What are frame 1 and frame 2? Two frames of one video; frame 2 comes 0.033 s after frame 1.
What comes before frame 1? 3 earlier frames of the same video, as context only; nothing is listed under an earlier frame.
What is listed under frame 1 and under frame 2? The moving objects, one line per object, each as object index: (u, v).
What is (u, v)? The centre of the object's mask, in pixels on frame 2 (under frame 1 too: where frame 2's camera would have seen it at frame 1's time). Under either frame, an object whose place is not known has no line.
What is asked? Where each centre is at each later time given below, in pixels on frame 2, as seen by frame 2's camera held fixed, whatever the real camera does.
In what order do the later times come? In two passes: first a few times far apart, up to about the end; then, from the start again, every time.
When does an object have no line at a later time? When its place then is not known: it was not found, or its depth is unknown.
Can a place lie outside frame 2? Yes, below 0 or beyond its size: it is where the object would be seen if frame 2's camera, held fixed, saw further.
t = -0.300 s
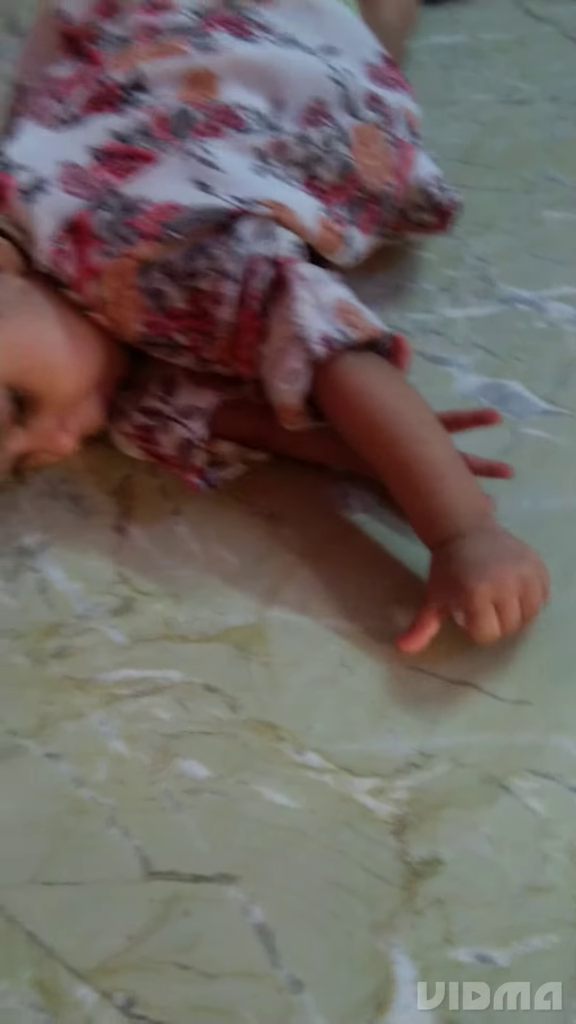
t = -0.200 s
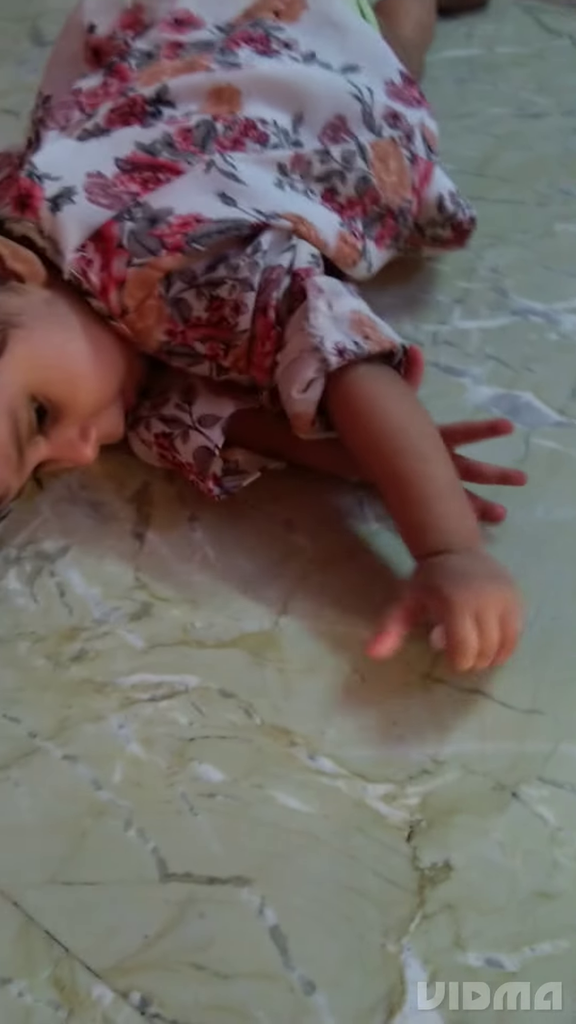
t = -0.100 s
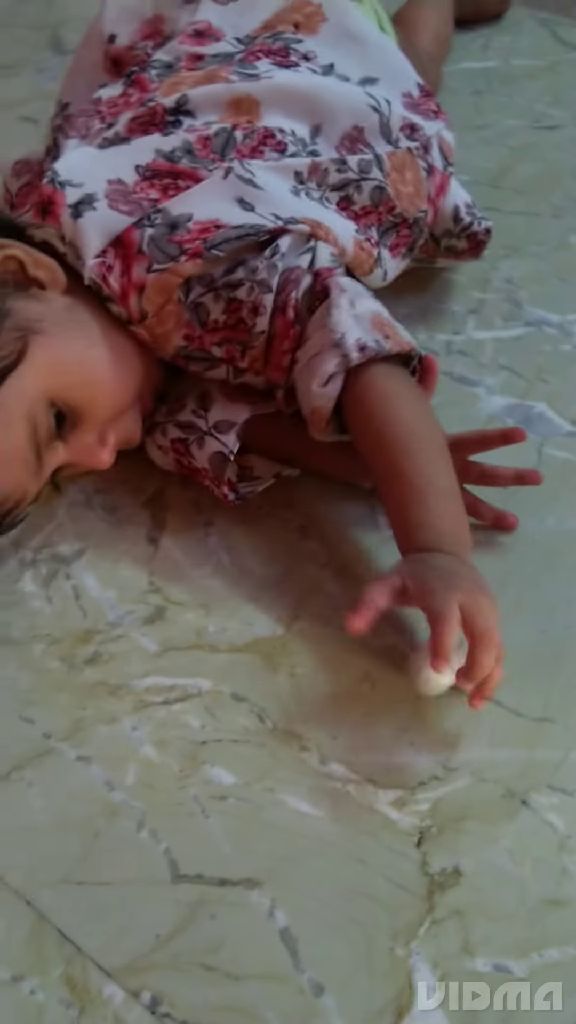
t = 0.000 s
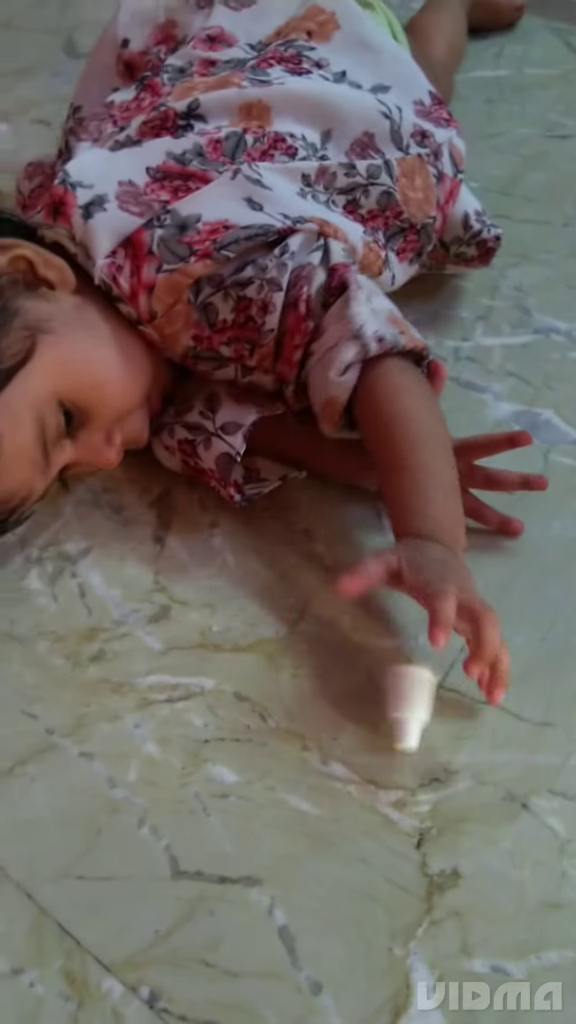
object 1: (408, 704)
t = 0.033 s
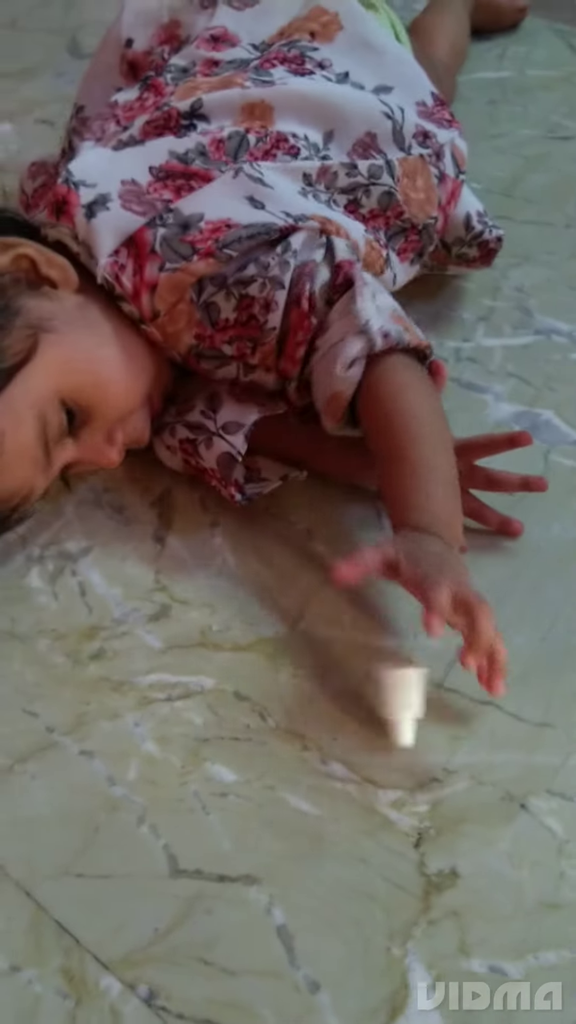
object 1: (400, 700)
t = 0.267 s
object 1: (327, 702)
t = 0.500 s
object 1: (280, 734)
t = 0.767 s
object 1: (251, 782)
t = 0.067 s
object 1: (391, 699)
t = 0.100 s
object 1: (379, 704)
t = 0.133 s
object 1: (366, 697)
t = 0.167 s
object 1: (355, 698)
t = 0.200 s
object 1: (347, 698)
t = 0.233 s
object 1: (337, 702)
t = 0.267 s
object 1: (327, 702)
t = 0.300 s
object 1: (319, 703)
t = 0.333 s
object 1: (312, 707)
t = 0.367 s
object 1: (304, 711)
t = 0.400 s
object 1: (298, 716)
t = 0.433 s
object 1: (292, 722)
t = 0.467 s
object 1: (286, 728)
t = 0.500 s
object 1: (280, 734)
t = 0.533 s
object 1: (275, 741)
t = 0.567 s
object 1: (270, 747)
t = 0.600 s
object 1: (266, 754)
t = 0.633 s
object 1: (261, 760)
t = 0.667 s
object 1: (258, 766)
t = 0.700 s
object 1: (256, 771)
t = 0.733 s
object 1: (253, 776)
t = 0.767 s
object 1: (251, 782)
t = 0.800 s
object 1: (249, 787)
